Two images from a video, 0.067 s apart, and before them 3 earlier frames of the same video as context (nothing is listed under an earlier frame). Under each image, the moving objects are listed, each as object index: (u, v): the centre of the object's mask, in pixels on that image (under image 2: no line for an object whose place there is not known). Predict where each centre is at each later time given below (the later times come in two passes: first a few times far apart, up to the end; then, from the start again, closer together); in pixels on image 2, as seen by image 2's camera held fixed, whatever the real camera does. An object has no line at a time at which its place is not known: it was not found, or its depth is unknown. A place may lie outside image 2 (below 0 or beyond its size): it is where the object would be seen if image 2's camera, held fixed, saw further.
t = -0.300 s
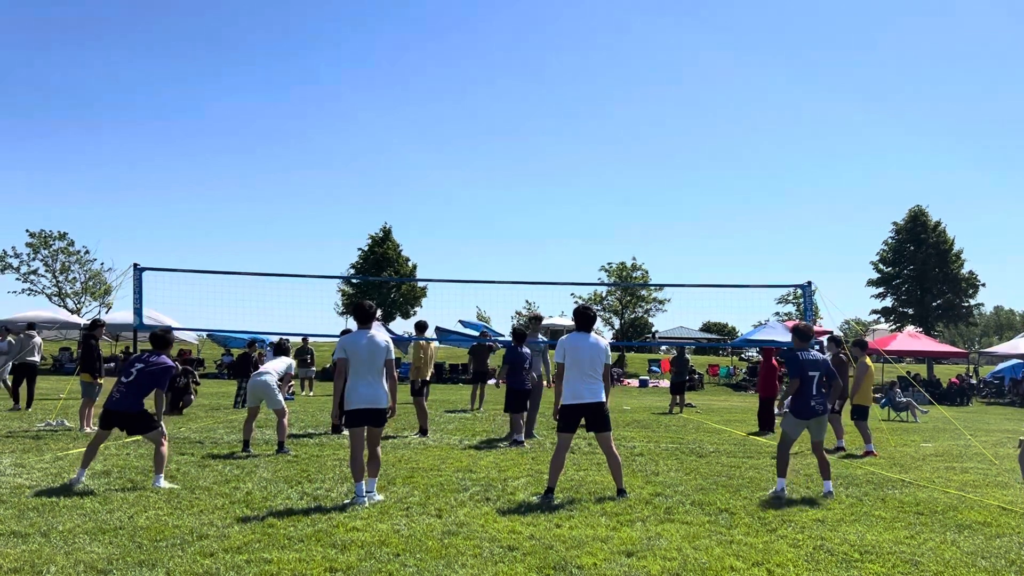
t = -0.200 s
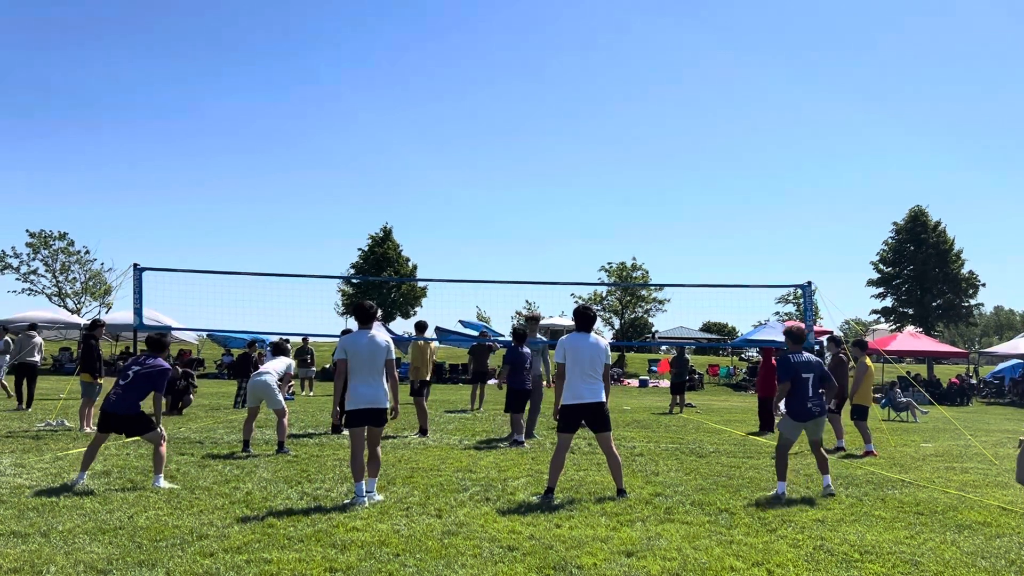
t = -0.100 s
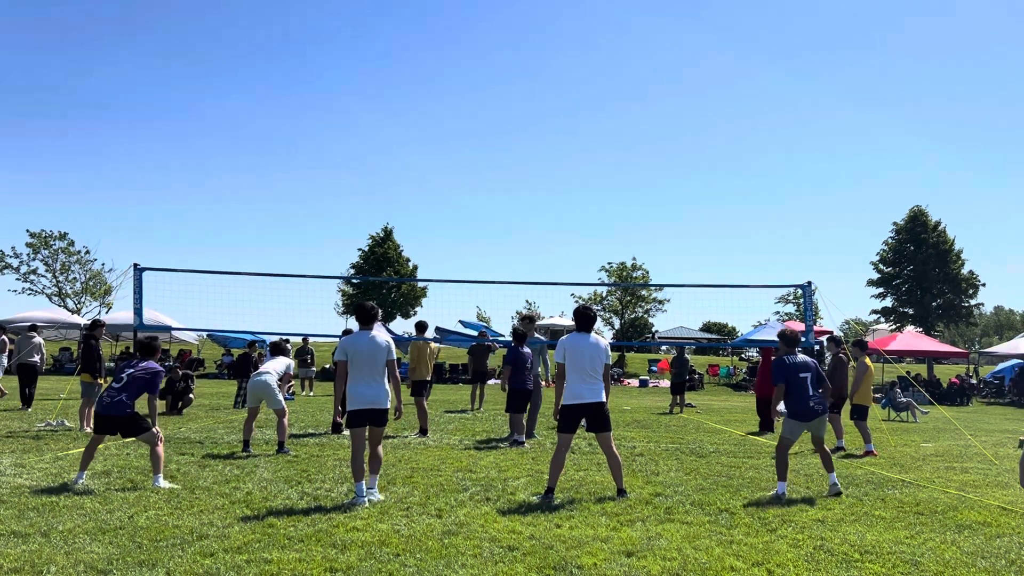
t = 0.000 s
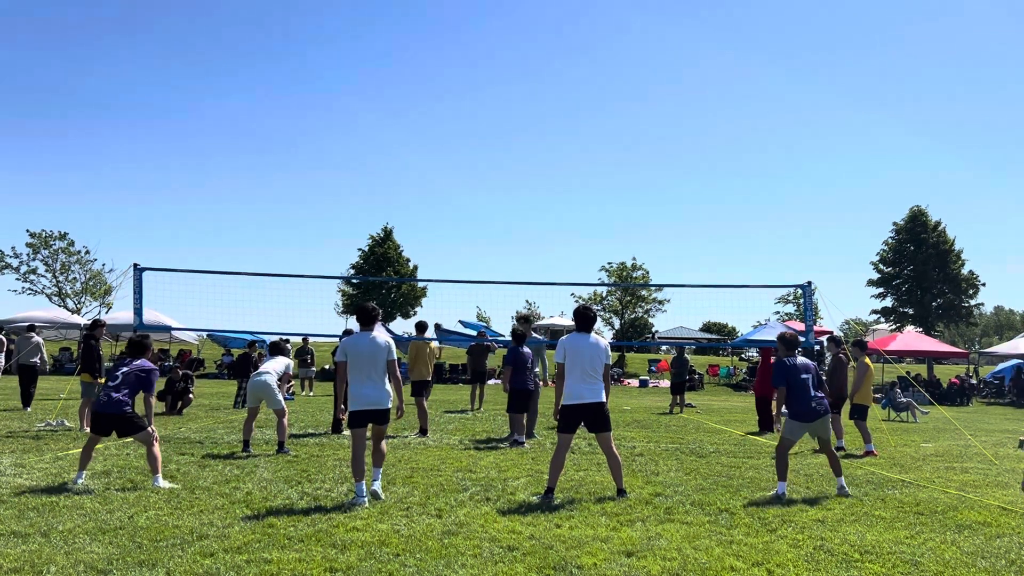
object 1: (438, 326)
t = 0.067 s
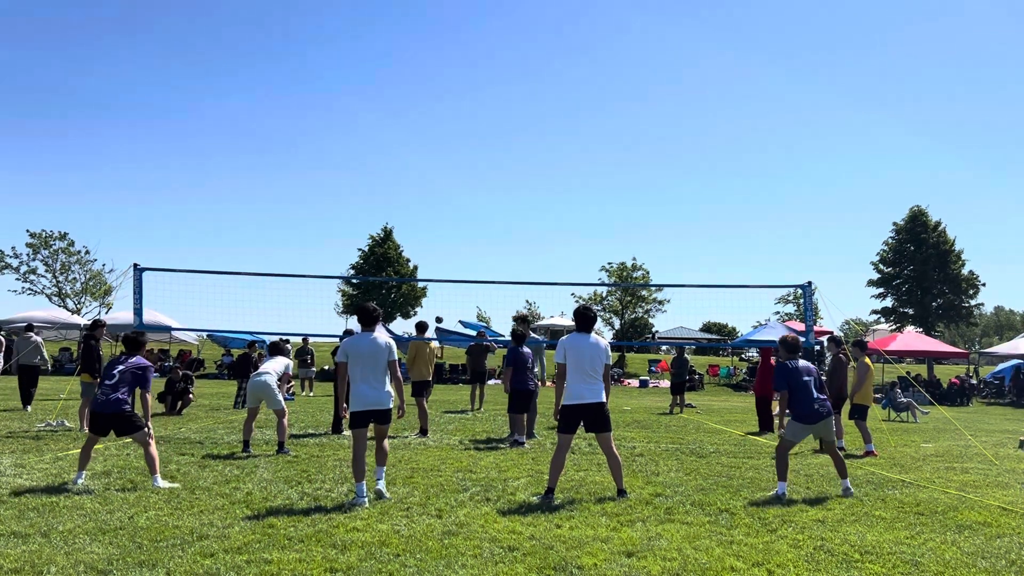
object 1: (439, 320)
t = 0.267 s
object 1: (441, 310)
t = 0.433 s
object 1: (441, 312)
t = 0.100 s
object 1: (439, 317)
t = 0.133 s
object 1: (439, 315)
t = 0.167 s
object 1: (440, 313)
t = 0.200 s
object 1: (440, 312)
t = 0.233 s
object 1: (440, 310)
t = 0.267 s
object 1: (441, 310)
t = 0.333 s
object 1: (441, 310)
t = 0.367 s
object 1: (441, 310)
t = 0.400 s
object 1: (441, 311)
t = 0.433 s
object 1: (441, 312)
